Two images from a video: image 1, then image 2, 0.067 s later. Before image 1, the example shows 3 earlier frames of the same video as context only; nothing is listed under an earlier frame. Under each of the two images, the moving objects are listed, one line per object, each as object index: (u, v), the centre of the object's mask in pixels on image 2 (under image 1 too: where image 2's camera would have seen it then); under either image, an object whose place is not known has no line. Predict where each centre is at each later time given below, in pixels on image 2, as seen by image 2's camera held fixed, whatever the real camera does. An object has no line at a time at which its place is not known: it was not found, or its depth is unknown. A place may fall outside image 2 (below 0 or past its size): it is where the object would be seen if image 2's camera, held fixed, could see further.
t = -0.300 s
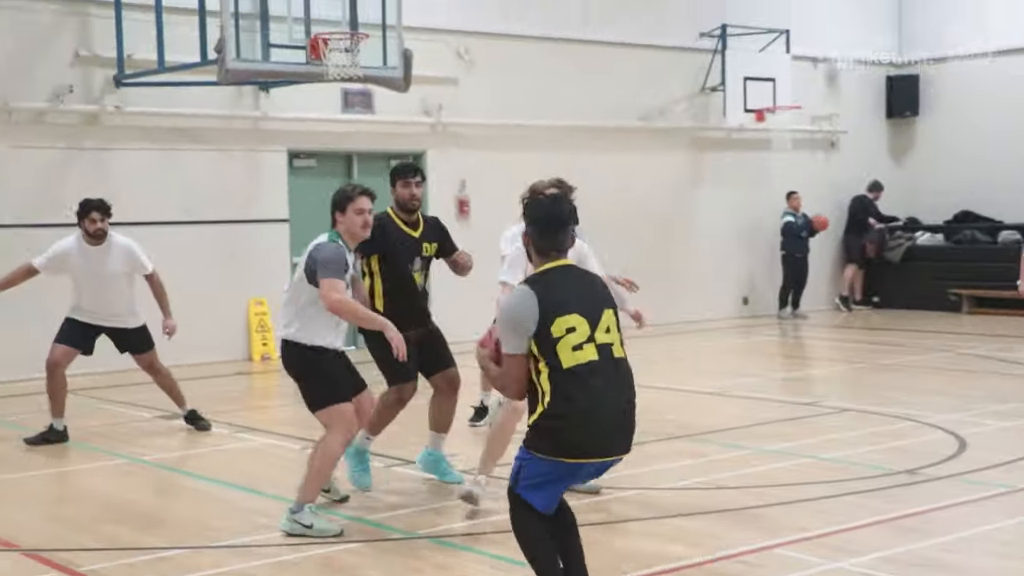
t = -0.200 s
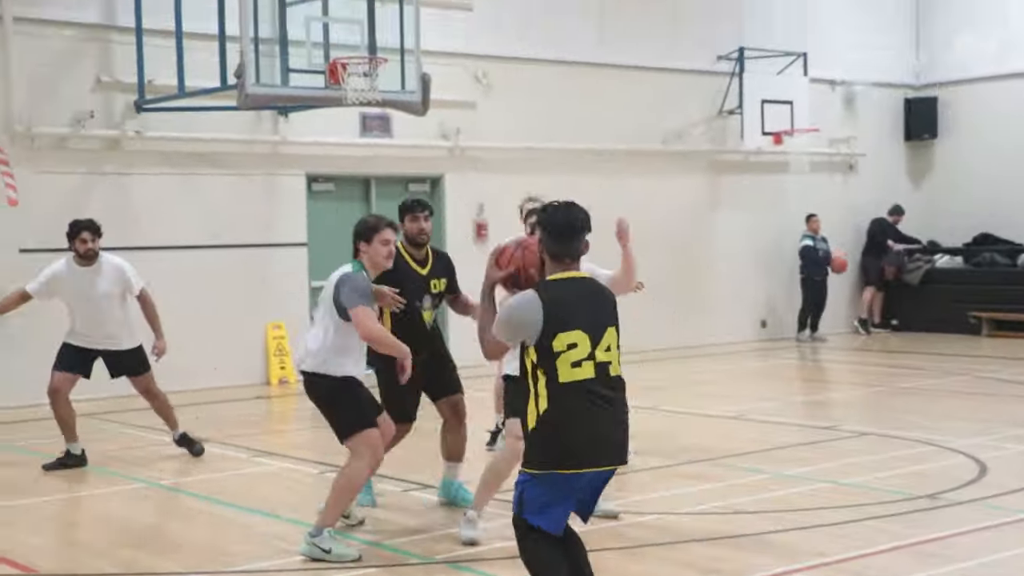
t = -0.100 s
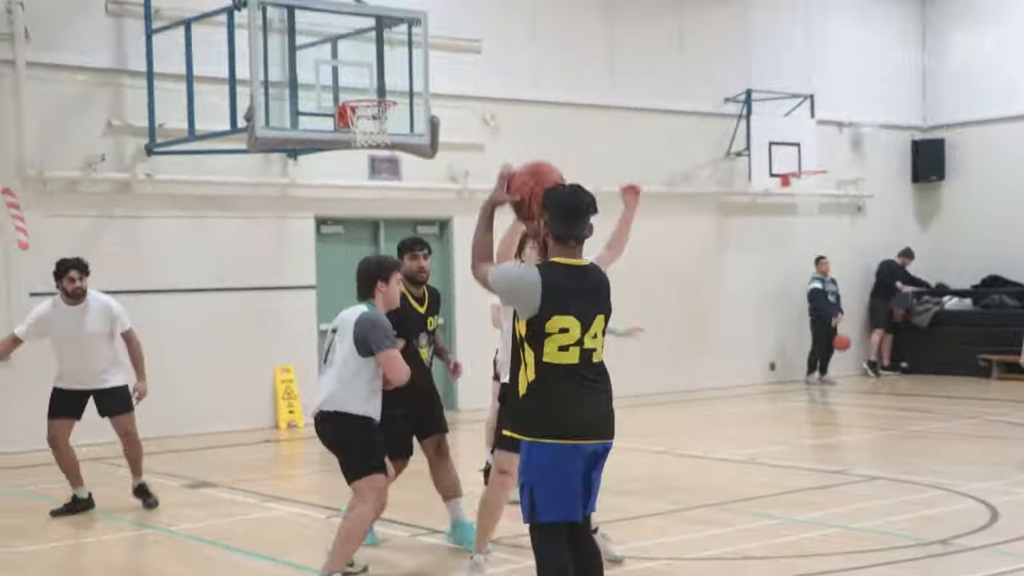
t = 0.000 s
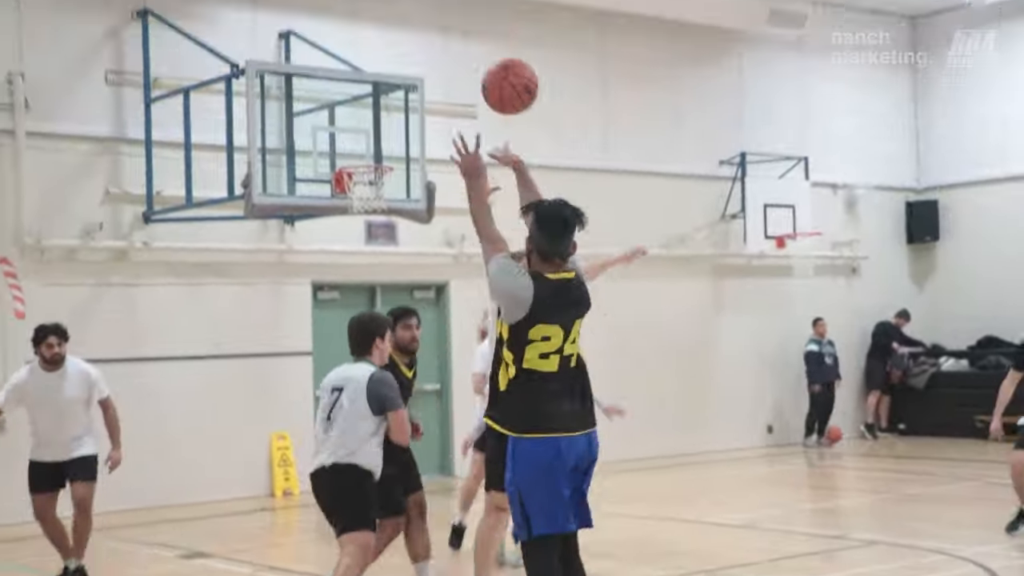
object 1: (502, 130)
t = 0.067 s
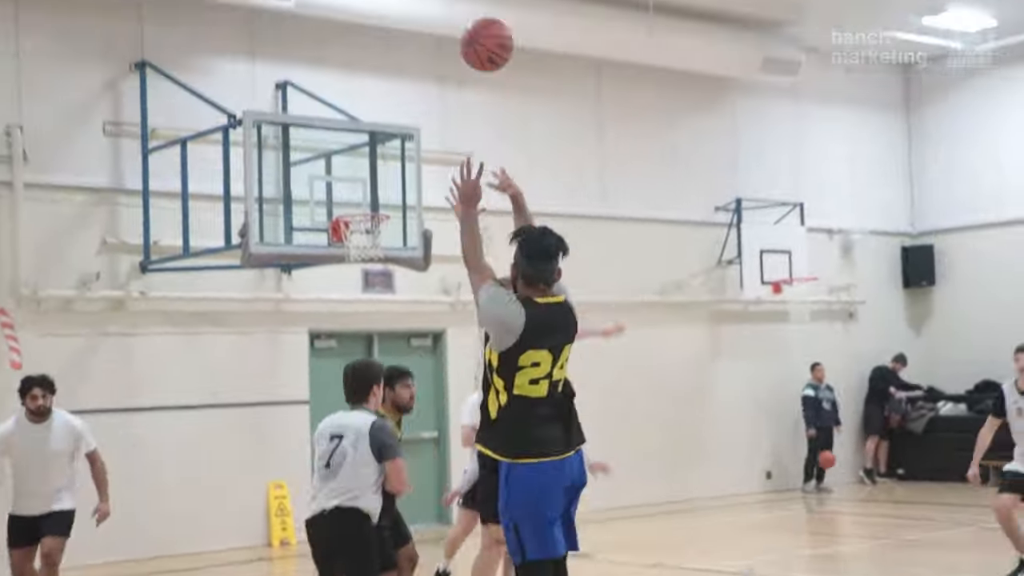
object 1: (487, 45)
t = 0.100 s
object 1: (476, 6)
